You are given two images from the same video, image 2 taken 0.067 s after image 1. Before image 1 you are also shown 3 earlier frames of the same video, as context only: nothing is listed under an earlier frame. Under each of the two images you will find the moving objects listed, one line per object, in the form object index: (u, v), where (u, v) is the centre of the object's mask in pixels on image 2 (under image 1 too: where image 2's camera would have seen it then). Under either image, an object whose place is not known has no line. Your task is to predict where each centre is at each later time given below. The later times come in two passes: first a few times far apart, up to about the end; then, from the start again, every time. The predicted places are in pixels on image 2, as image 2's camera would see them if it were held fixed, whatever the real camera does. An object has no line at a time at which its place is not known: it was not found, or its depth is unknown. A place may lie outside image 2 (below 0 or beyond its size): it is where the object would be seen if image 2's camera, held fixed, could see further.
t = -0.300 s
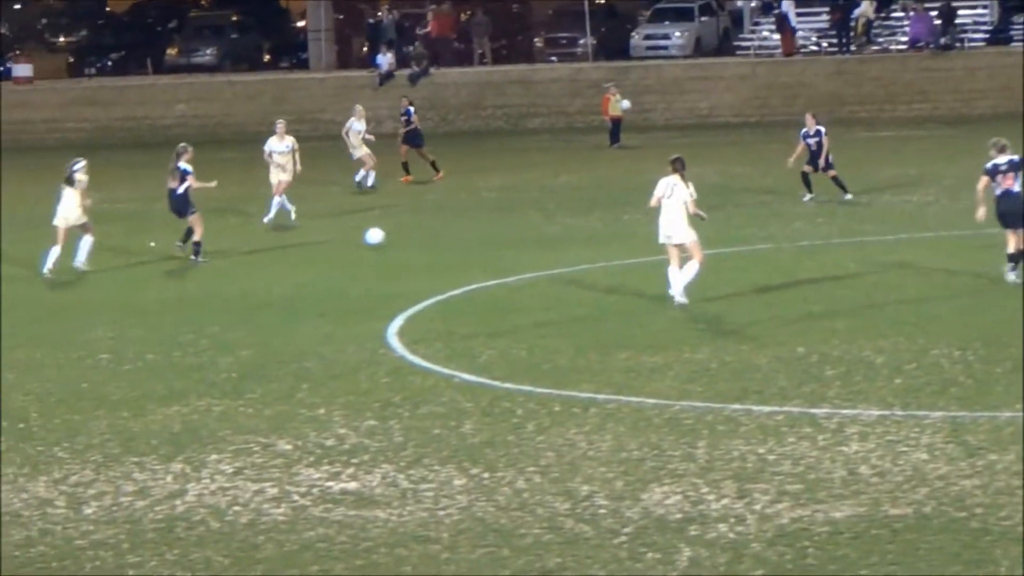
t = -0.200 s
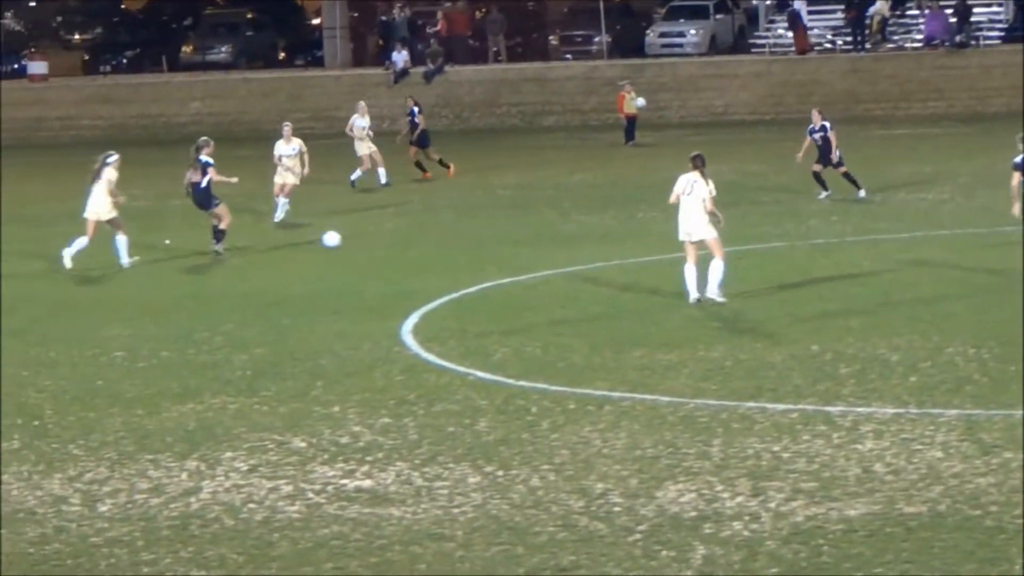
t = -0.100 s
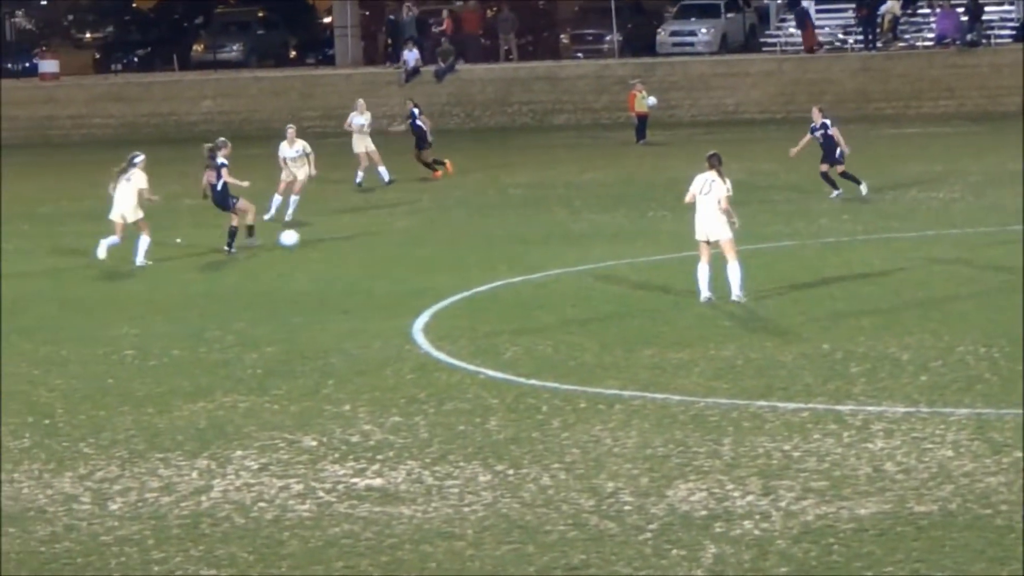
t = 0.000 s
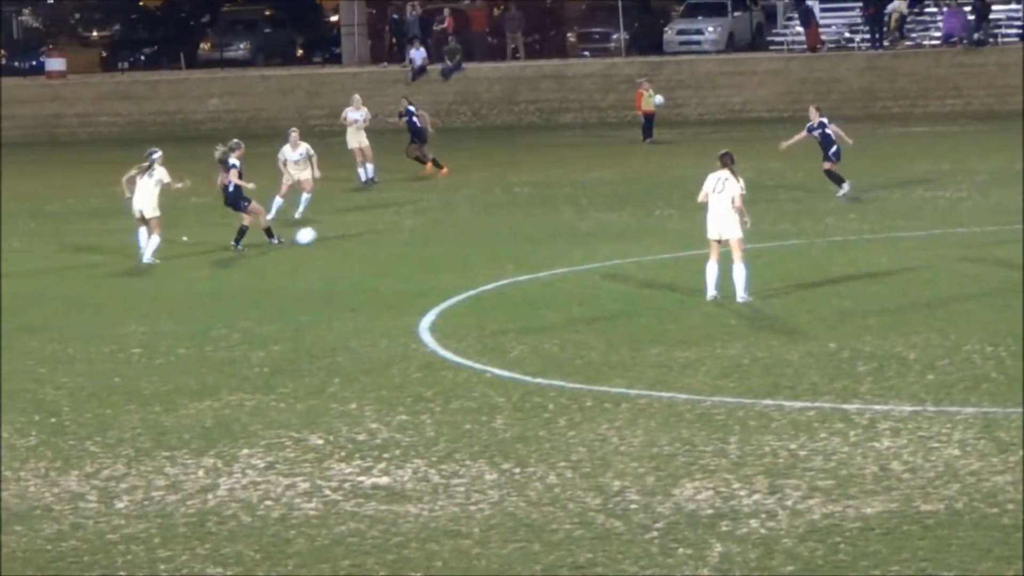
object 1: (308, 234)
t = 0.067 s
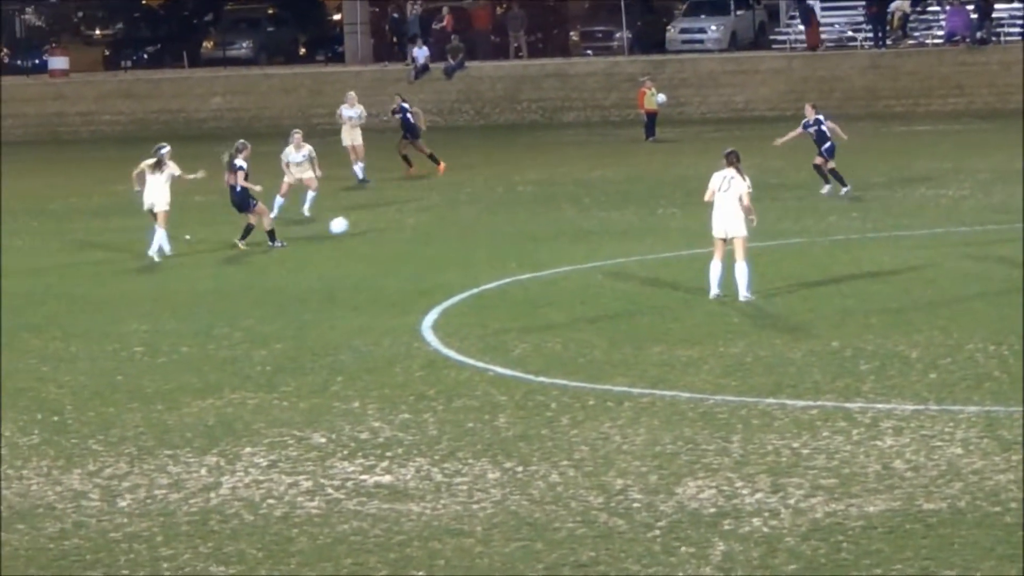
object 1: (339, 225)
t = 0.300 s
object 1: (438, 218)
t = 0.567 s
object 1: (525, 189)
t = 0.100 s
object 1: (353, 222)
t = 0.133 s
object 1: (368, 219)
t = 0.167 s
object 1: (382, 217)
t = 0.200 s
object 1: (397, 216)
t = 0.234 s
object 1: (411, 216)
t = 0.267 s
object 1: (424, 216)
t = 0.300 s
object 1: (438, 218)
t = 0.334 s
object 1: (450, 215)
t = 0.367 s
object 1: (461, 209)
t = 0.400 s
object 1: (472, 204)
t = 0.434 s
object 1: (483, 199)
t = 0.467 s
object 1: (494, 196)
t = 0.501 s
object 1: (504, 193)
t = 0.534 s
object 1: (514, 191)
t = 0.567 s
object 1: (525, 189)
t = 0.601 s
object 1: (535, 189)
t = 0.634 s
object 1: (546, 189)
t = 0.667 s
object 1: (556, 190)
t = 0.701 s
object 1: (566, 191)
